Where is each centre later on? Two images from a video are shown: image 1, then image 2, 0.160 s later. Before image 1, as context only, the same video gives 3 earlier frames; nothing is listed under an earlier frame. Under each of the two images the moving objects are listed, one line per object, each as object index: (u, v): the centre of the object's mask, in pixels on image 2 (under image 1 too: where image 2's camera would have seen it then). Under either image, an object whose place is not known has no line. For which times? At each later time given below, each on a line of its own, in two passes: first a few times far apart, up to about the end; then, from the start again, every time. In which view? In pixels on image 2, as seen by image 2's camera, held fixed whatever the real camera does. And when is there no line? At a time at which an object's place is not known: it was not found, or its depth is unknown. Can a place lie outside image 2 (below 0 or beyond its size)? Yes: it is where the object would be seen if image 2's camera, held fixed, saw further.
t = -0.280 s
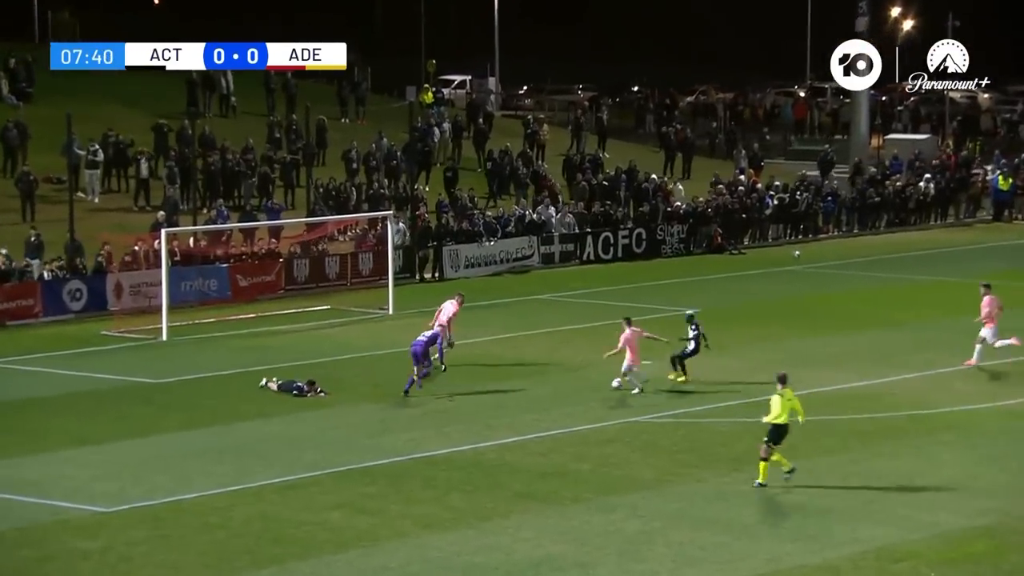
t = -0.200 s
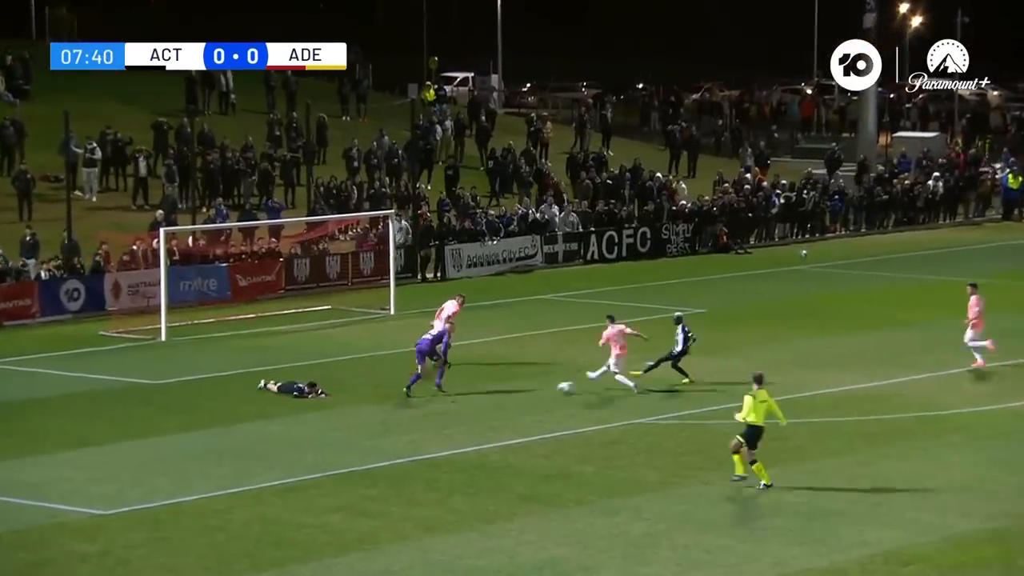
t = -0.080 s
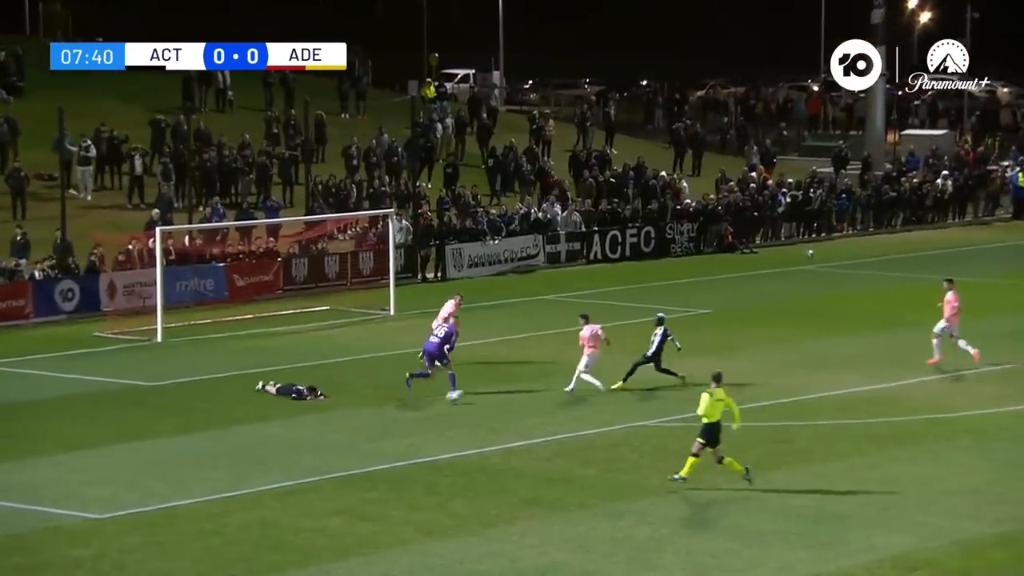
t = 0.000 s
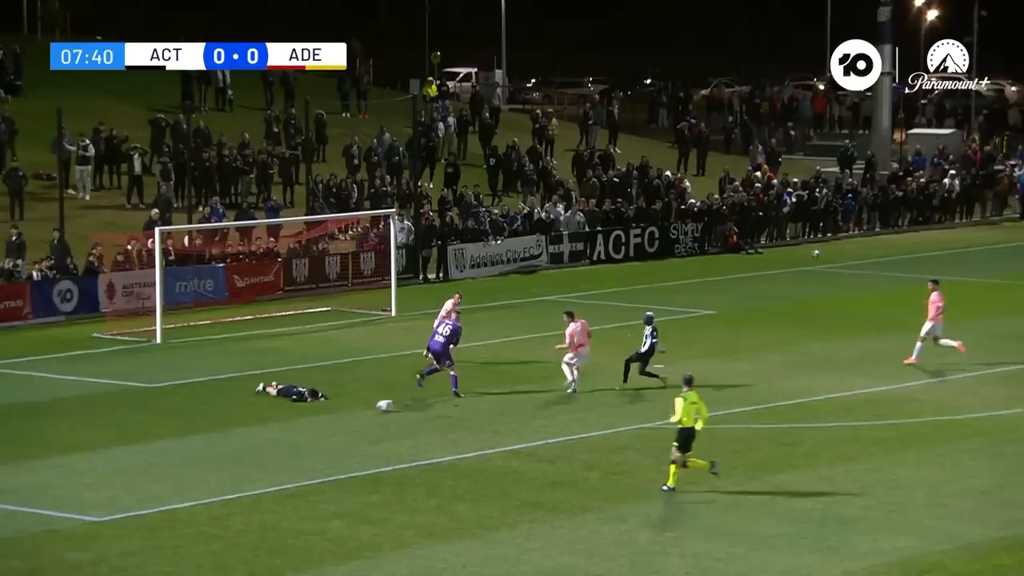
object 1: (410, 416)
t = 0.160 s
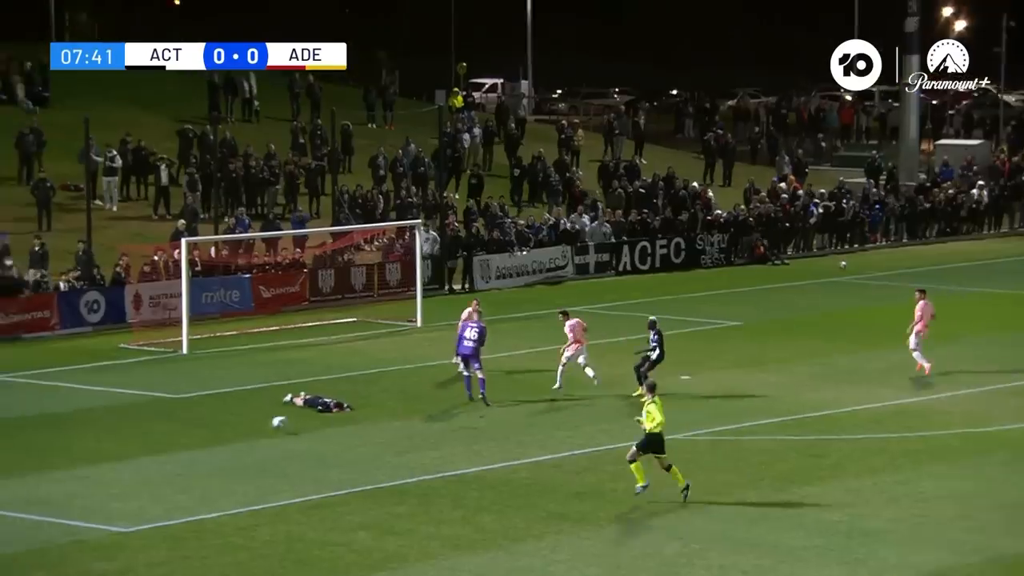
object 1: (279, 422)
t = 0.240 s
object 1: (214, 432)
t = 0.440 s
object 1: (69, 444)
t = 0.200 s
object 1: (246, 426)
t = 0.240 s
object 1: (214, 432)
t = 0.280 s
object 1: (183, 438)
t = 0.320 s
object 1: (154, 438)
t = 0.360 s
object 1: (125, 439)
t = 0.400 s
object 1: (97, 441)
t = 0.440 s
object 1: (69, 444)
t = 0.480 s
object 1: (42, 448)
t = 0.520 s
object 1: (13, 453)
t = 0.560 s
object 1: (-14, 460)
